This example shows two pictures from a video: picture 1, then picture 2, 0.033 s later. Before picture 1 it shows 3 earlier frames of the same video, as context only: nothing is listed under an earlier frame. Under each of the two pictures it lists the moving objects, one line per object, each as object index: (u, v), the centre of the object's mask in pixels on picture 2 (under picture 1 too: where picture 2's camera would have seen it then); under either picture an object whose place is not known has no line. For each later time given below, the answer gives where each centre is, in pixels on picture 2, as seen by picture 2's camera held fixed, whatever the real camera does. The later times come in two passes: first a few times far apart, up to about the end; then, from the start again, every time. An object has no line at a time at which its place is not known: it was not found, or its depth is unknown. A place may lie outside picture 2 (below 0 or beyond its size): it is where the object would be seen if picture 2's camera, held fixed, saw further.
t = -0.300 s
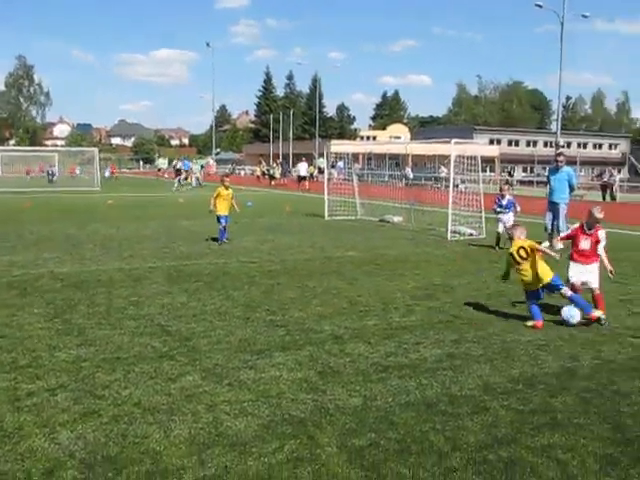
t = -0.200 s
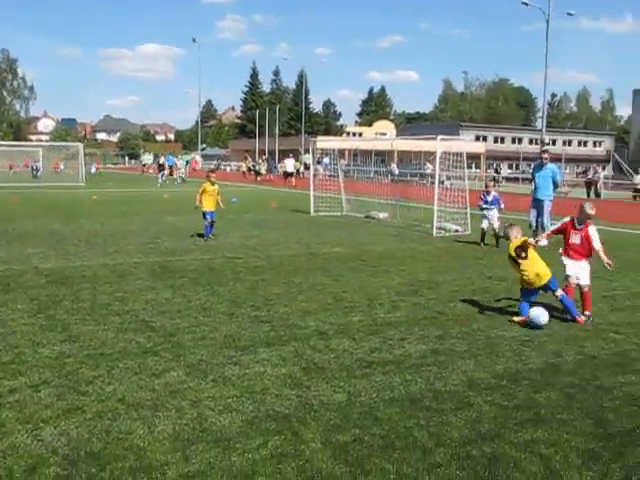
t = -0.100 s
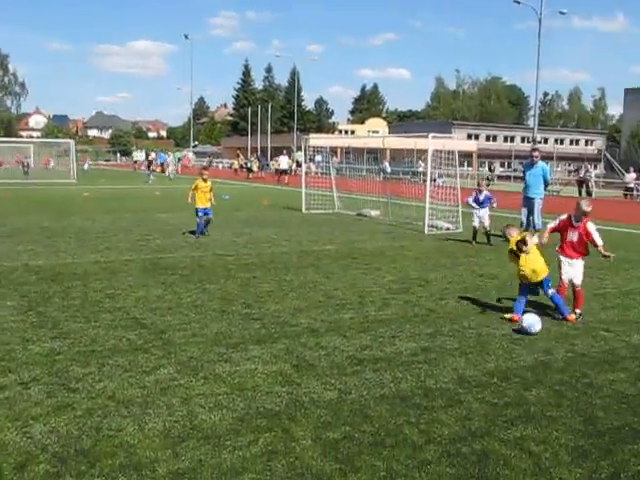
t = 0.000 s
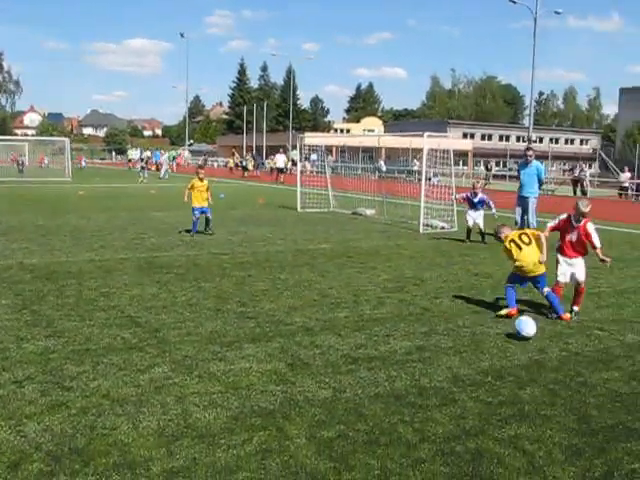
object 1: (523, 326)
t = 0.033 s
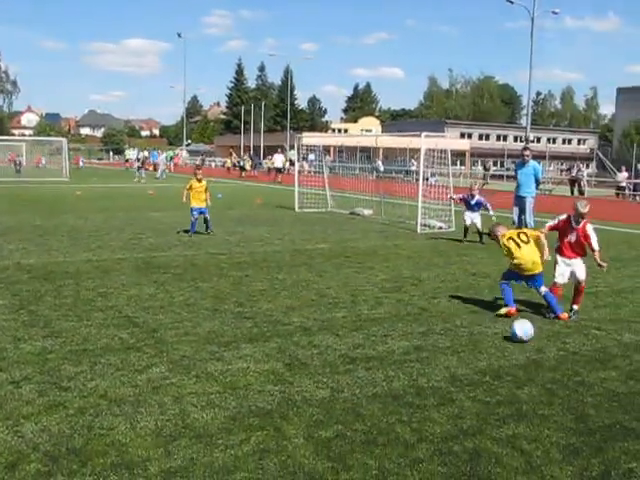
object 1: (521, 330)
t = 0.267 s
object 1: (521, 345)
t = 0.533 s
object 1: (519, 365)
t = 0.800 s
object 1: (521, 385)
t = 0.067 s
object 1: (522, 333)
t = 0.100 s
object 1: (522, 334)
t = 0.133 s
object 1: (522, 336)
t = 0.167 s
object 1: (521, 339)
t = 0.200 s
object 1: (521, 341)
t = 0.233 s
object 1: (520, 343)
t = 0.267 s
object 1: (521, 345)
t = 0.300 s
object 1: (520, 347)
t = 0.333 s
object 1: (520, 350)
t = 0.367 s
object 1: (519, 352)
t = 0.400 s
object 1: (519, 355)
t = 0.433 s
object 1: (519, 356)
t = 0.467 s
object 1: (520, 358)
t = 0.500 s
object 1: (519, 361)
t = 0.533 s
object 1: (519, 365)
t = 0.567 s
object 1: (519, 367)
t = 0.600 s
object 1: (519, 369)
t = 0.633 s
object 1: (519, 372)
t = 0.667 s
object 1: (520, 375)
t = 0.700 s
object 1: (520, 377)
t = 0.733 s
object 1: (520, 380)
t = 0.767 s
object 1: (520, 382)
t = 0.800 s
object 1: (521, 385)
